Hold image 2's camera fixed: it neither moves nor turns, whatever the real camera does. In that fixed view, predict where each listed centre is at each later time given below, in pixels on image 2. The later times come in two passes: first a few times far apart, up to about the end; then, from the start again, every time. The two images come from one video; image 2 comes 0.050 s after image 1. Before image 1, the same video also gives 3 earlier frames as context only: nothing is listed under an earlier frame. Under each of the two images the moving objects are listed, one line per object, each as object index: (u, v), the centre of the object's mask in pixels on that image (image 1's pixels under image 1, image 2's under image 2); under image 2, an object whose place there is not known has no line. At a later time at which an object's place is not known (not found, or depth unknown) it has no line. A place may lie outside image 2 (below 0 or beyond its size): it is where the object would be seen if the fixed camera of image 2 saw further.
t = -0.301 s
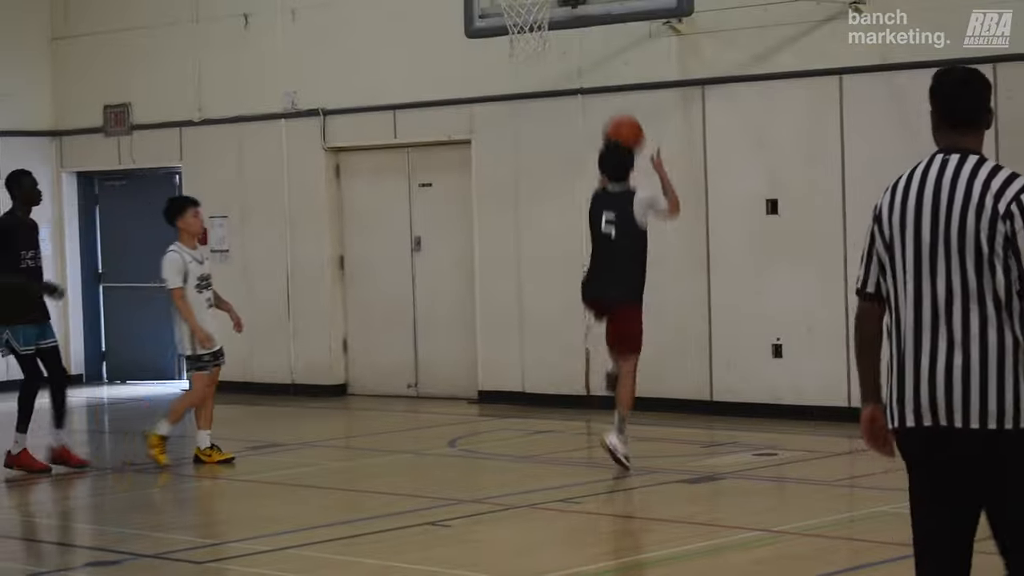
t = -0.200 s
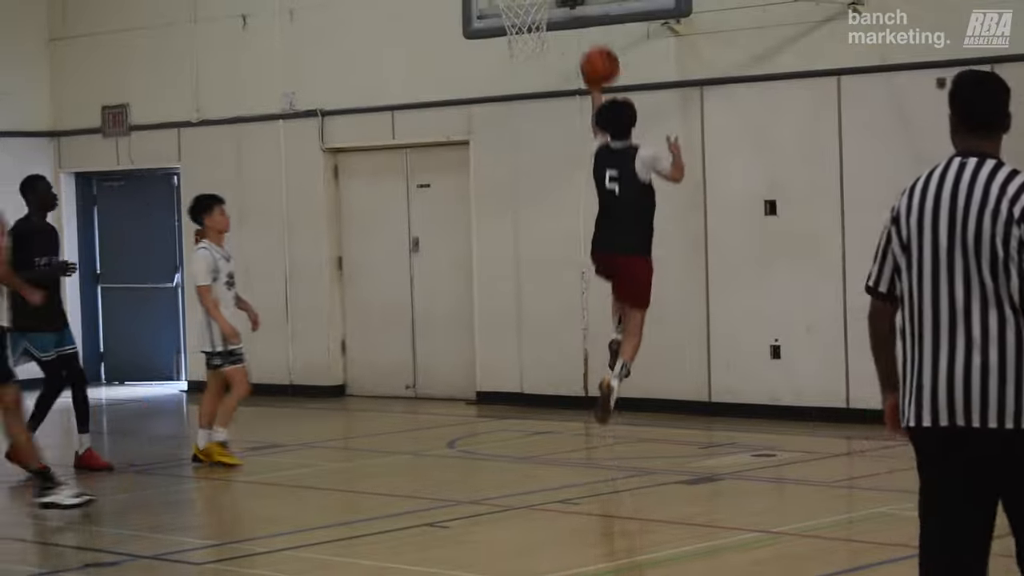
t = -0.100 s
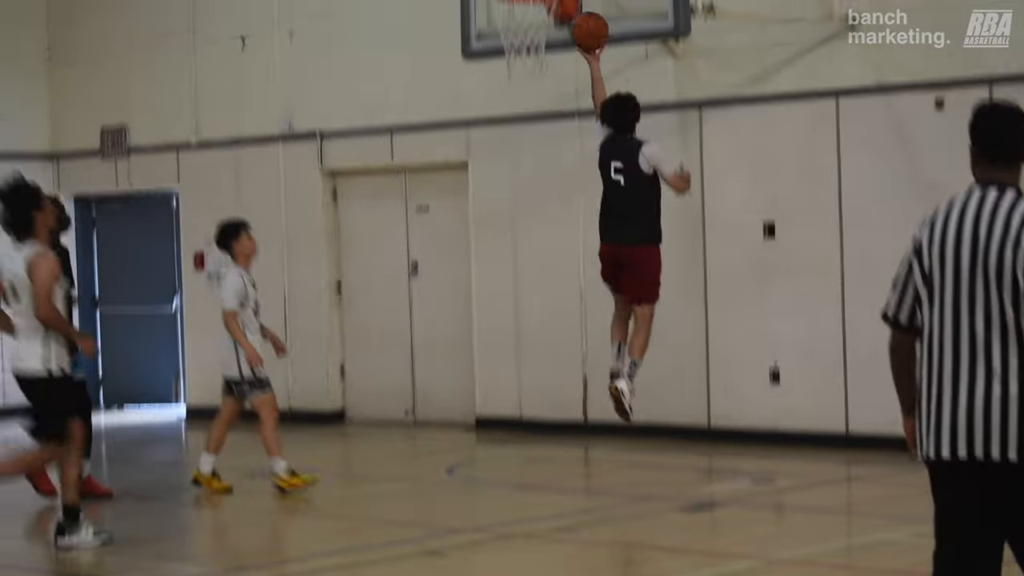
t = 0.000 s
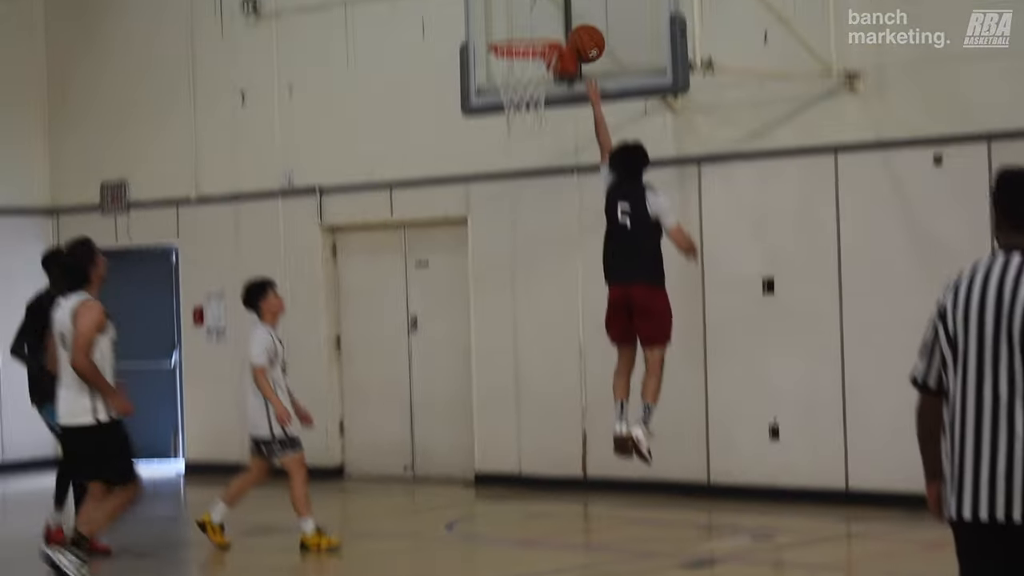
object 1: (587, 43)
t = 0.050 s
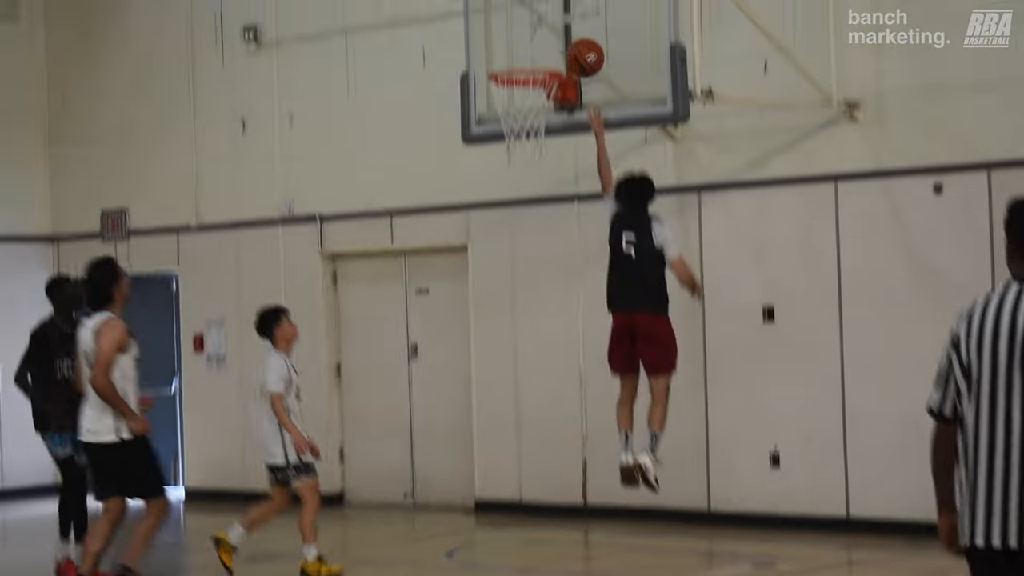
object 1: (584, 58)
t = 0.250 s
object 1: (565, 36)
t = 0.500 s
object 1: (510, 95)
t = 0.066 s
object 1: (584, 53)
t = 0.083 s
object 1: (584, 49)
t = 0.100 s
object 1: (584, 46)
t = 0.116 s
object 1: (583, 44)
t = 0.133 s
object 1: (583, 42)
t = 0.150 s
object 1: (583, 40)
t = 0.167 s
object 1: (583, 39)
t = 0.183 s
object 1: (581, 38)
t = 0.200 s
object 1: (576, 37)
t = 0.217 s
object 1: (572, 36)
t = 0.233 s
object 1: (569, 36)
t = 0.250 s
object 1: (565, 36)
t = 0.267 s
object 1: (561, 37)
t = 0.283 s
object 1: (557, 39)
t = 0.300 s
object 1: (554, 41)
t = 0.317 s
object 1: (550, 43)
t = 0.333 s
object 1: (546, 46)
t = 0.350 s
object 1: (542, 49)
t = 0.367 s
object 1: (538, 52)
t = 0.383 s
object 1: (535, 55)
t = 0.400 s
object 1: (531, 58)
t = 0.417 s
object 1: (527, 60)
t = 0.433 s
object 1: (524, 62)
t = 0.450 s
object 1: (520, 77)
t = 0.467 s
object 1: (517, 84)
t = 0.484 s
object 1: (513, 92)
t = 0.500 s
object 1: (510, 95)
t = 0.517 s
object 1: (507, 104)
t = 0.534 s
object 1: (504, 112)
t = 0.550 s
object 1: (501, 119)
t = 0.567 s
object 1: (500, 124)
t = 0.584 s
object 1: (498, 129)
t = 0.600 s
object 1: (497, 133)
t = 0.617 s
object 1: (497, 137)
